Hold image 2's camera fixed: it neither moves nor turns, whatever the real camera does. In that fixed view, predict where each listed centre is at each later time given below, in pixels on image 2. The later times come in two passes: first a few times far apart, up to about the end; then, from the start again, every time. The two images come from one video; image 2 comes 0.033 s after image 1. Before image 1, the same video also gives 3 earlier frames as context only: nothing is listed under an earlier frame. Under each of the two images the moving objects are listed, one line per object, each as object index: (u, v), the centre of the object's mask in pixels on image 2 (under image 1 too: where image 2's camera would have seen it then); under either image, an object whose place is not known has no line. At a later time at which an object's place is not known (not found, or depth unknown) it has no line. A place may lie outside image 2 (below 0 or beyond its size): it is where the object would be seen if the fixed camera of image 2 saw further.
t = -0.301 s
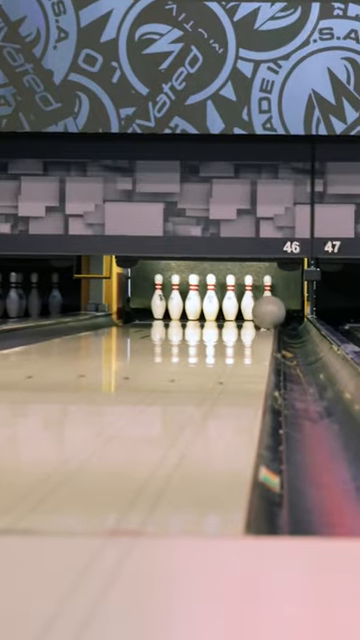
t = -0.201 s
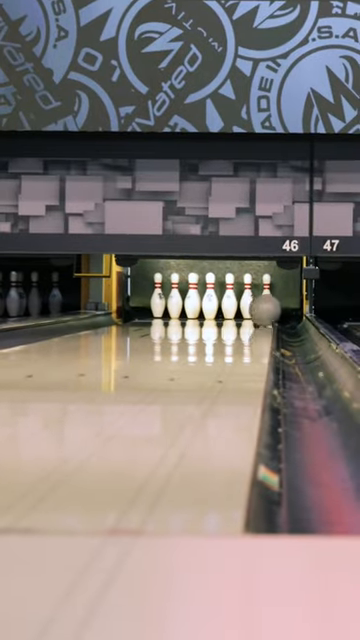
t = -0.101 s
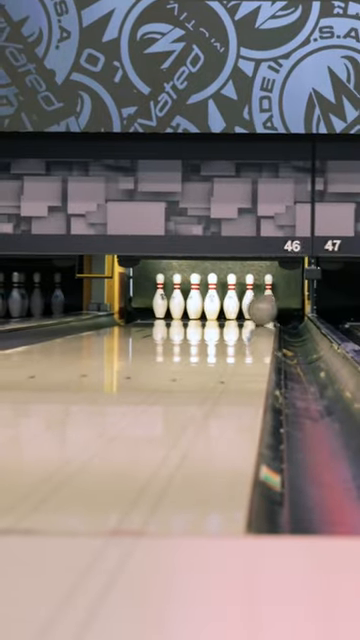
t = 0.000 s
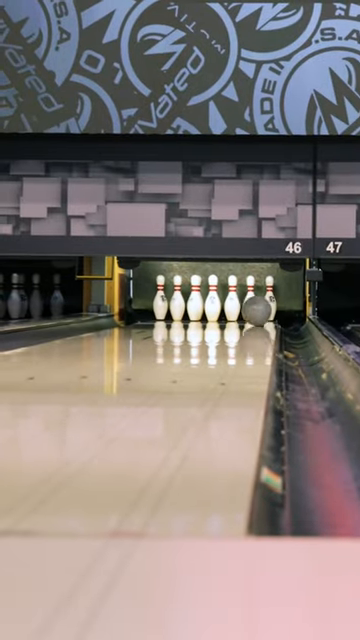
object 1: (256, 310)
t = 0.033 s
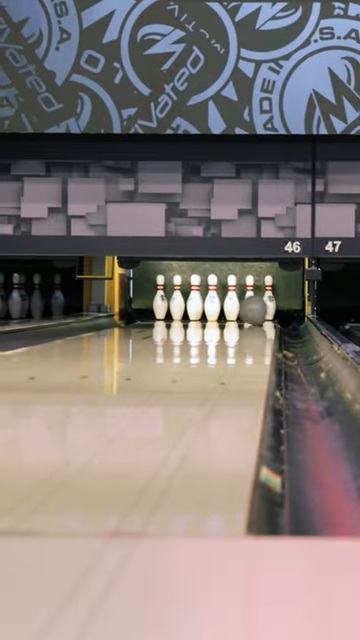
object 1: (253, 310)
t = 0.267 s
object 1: (233, 307)
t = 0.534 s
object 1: (222, 308)
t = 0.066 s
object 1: (252, 310)
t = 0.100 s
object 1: (249, 309)
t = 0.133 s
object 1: (246, 308)
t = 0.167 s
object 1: (243, 308)
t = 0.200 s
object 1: (239, 309)
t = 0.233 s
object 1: (236, 307)
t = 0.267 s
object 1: (233, 307)
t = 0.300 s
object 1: (230, 308)
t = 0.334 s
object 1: (226, 308)
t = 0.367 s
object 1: (224, 306)
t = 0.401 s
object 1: (225, 306)
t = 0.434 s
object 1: (223, 307)
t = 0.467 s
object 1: (221, 307)
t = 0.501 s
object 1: (221, 306)
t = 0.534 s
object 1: (222, 308)
